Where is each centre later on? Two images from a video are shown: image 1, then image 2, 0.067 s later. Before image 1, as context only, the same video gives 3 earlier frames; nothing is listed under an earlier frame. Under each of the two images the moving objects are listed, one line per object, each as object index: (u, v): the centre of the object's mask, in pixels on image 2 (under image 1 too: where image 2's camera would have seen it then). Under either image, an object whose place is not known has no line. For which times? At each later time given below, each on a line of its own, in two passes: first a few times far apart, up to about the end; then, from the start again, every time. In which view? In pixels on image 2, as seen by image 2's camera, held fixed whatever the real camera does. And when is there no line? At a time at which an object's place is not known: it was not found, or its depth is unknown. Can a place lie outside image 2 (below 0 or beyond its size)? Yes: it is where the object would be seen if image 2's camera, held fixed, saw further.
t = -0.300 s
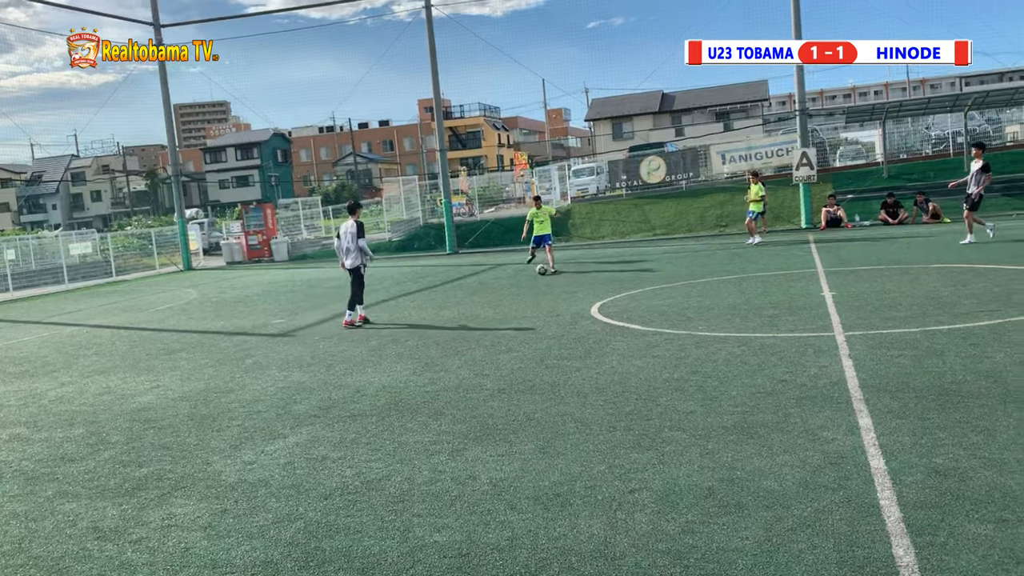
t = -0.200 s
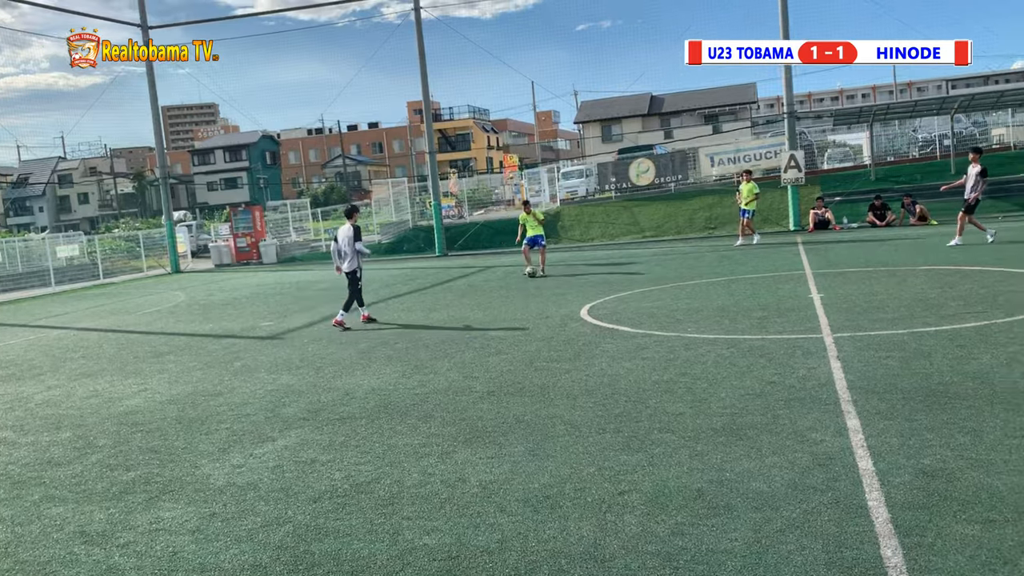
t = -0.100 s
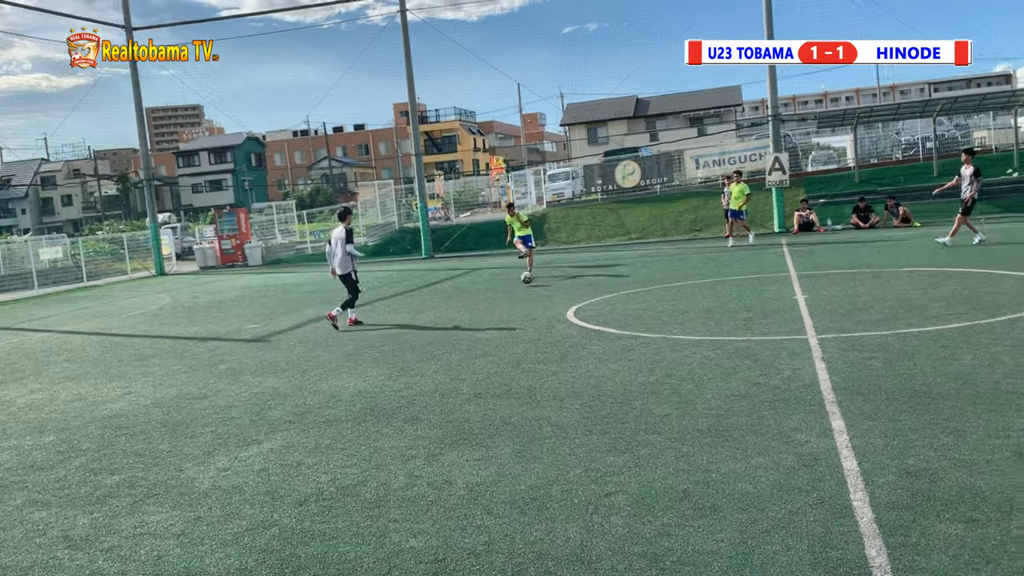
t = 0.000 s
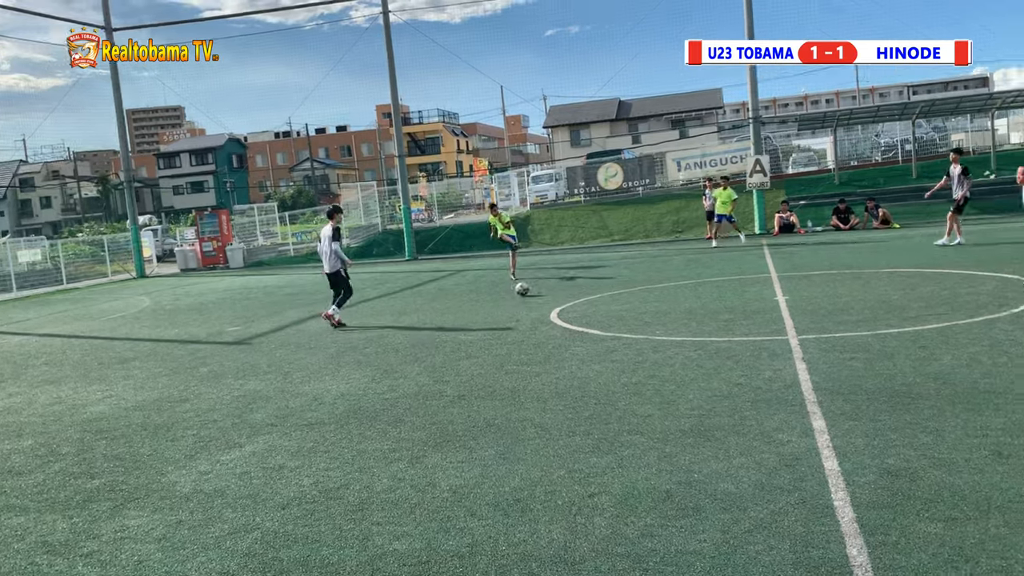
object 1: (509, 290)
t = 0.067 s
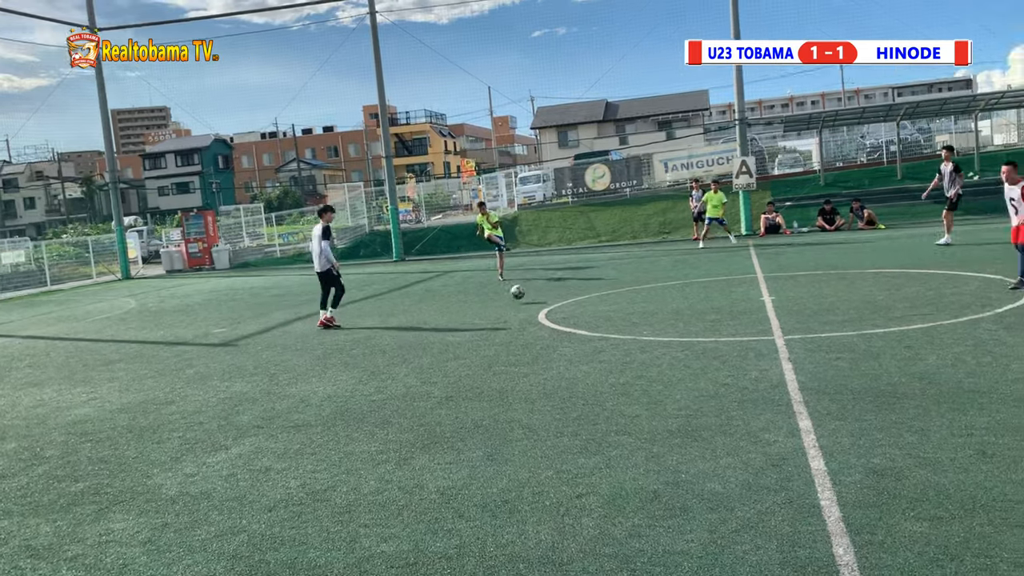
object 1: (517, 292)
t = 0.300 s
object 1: (550, 317)
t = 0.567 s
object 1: (606, 364)
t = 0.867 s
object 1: (720, 456)
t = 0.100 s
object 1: (522, 294)
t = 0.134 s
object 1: (527, 298)
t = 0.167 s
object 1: (532, 302)
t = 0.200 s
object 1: (538, 308)
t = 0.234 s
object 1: (542, 313)
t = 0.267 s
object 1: (547, 314)
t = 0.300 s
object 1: (550, 317)
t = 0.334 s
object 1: (557, 321)
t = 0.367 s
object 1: (563, 326)
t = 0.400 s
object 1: (569, 334)
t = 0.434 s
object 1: (576, 344)
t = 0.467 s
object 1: (583, 347)
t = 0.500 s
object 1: (590, 351)
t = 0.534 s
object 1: (598, 356)
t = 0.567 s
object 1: (606, 364)
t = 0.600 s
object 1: (615, 374)
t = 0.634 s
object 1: (625, 385)
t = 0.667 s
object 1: (634, 390)
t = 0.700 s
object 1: (645, 397)
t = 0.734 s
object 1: (656, 408)
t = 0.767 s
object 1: (670, 420)
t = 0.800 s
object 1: (685, 435)
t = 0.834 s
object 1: (701, 443)
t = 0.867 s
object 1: (720, 456)
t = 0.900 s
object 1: (740, 471)
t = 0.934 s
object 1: (765, 491)
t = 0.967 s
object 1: (793, 518)
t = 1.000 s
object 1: (826, 550)
